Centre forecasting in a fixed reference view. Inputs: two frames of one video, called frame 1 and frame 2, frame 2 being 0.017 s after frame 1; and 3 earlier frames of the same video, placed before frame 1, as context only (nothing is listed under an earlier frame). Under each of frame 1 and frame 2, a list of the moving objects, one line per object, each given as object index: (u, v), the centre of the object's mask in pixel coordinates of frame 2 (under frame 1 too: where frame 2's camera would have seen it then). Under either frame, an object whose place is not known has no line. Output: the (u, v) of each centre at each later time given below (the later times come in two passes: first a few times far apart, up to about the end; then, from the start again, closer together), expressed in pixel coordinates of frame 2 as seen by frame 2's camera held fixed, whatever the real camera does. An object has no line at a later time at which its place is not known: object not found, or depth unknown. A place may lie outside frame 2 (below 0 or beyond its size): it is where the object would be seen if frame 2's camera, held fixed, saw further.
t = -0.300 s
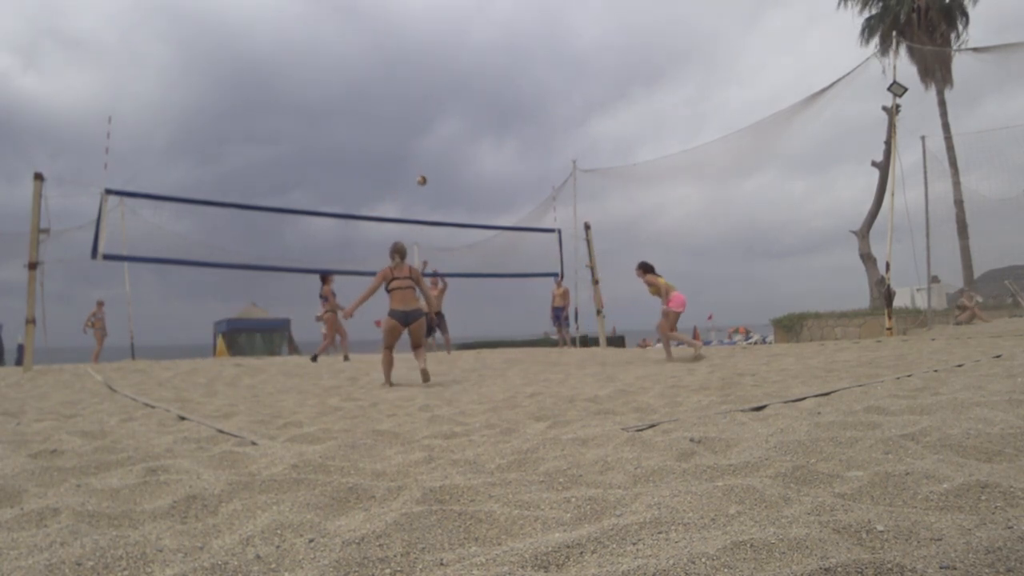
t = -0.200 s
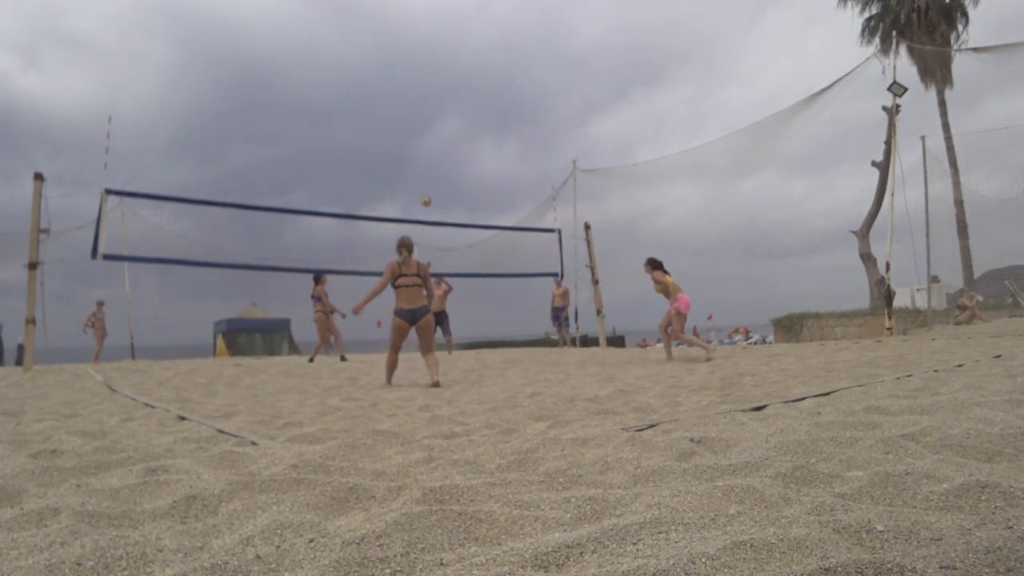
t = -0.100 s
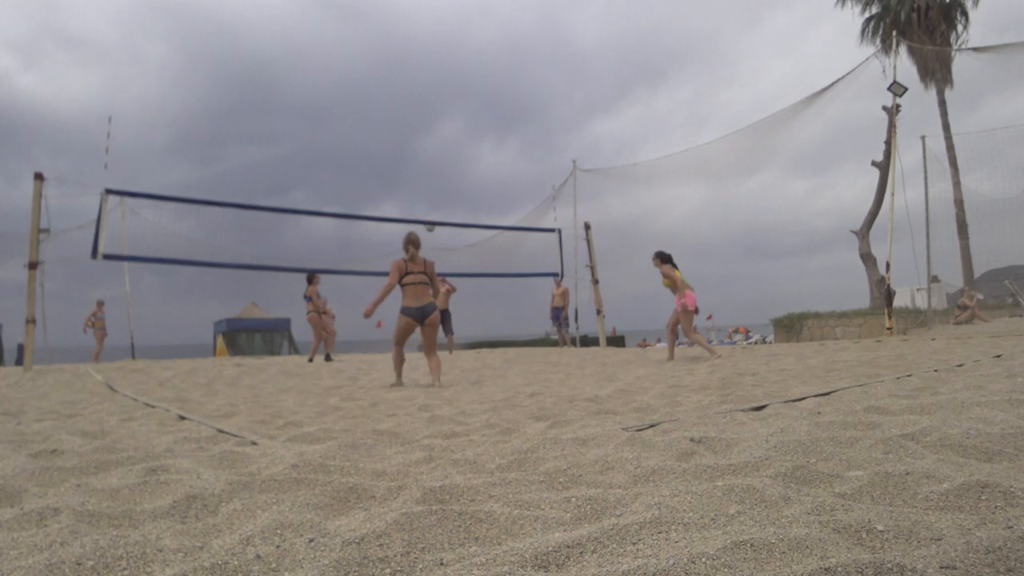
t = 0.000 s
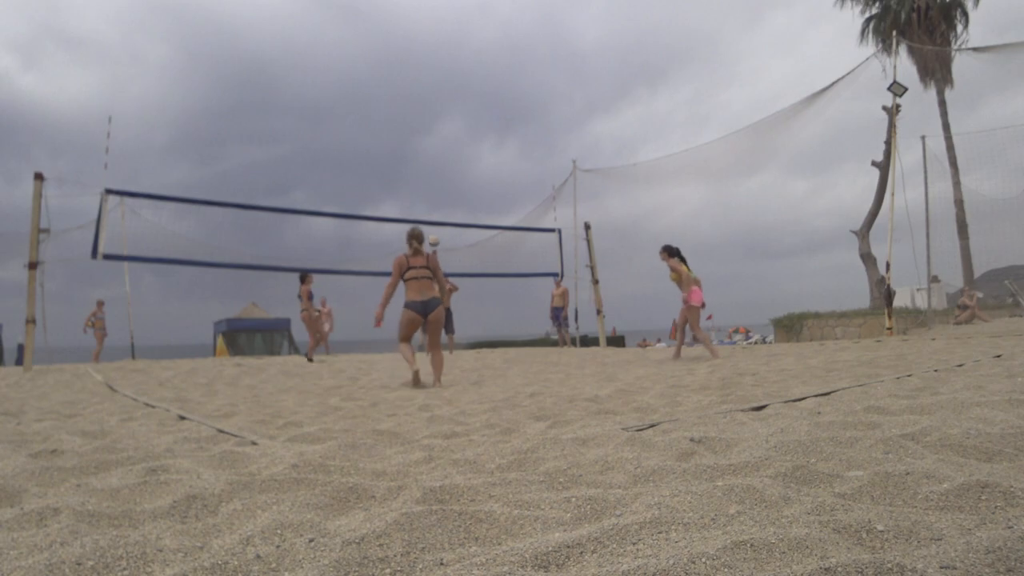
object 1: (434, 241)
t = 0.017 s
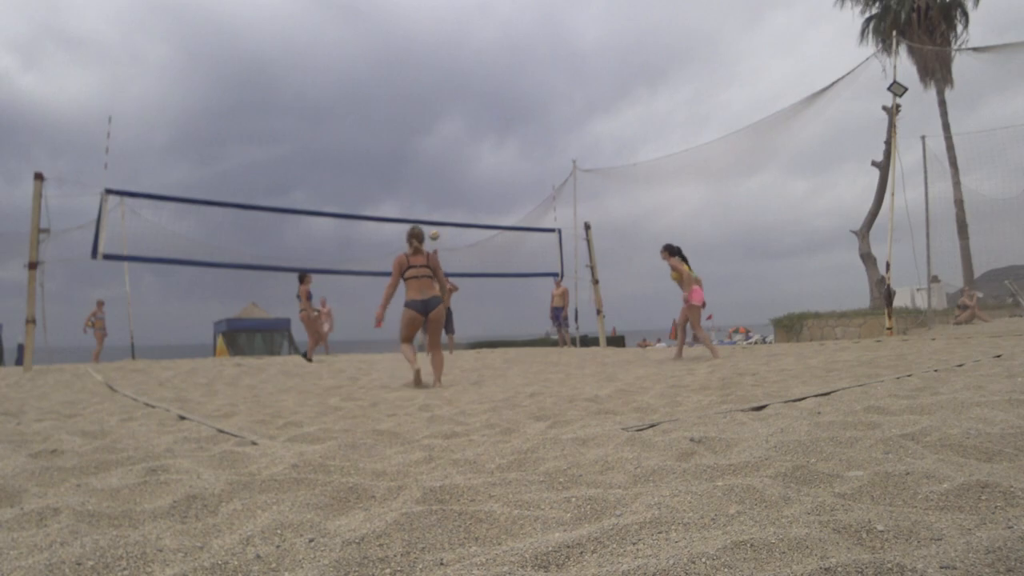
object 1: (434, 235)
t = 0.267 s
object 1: (438, 143)
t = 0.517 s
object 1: (442, 68)
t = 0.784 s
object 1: (448, 17)
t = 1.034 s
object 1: (454, 5)
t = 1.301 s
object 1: (461, 47)
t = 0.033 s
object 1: (434, 229)
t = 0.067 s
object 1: (434, 216)
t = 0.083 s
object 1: (435, 210)
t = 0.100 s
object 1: (436, 203)
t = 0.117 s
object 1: (435, 196)
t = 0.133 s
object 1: (436, 190)
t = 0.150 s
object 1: (436, 184)
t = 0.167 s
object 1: (437, 178)
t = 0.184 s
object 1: (436, 172)
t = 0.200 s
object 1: (437, 166)
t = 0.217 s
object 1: (437, 160)
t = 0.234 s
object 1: (438, 154)
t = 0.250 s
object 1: (438, 149)
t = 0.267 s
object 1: (438, 143)
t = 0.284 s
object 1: (438, 138)
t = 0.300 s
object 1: (438, 132)
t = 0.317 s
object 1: (439, 127)
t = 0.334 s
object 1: (439, 122)
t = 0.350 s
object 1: (439, 116)
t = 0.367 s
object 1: (439, 111)
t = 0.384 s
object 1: (440, 106)
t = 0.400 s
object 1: (440, 101)
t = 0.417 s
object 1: (440, 96)
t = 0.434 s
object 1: (441, 91)
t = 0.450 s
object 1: (441, 86)
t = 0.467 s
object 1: (441, 82)
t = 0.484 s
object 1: (441, 77)
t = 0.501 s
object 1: (442, 72)
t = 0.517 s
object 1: (442, 68)
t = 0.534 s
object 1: (443, 64)
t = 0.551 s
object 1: (443, 60)
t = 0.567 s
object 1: (443, 56)
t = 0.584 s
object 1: (444, 52)
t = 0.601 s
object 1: (444, 48)
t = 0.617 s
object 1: (444, 45)
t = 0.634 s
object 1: (445, 41)
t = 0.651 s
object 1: (445, 38)
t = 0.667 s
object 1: (446, 35)
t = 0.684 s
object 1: (446, 32)
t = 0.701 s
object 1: (446, 29)
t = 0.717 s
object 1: (446, 26)
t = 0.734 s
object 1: (447, 24)
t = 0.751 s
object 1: (447, 21)
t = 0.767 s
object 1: (448, 19)
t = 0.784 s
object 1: (448, 17)
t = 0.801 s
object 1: (448, 15)
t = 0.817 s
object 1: (448, 13)
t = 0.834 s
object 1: (449, 10)
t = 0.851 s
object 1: (449, 8)
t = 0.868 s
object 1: (450, 8)
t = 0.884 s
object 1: (450, 7)
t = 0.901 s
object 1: (451, 6)
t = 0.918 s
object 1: (451, 6)
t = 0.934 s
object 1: (451, 6)
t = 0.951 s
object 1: (452, 6)
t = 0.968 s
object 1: (452, 5)
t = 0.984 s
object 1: (453, 5)
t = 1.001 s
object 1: (453, 5)
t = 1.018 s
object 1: (454, 5)
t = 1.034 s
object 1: (454, 5)
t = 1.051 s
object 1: (454, 6)
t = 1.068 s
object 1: (455, 6)
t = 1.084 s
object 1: (455, 7)
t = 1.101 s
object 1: (455, 8)
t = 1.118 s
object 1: (456, 9)
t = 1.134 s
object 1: (456, 10)
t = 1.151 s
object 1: (457, 12)
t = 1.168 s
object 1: (457, 15)
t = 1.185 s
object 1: (458, 18)
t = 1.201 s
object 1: (458, 21)
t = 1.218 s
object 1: (459, 25)
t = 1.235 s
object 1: (459, 29)
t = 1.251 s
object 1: (460, 32)
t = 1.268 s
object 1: (460, 36)
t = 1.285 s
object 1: (461, 41)
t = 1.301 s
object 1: (461, 47)
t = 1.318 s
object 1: (462, 52)
